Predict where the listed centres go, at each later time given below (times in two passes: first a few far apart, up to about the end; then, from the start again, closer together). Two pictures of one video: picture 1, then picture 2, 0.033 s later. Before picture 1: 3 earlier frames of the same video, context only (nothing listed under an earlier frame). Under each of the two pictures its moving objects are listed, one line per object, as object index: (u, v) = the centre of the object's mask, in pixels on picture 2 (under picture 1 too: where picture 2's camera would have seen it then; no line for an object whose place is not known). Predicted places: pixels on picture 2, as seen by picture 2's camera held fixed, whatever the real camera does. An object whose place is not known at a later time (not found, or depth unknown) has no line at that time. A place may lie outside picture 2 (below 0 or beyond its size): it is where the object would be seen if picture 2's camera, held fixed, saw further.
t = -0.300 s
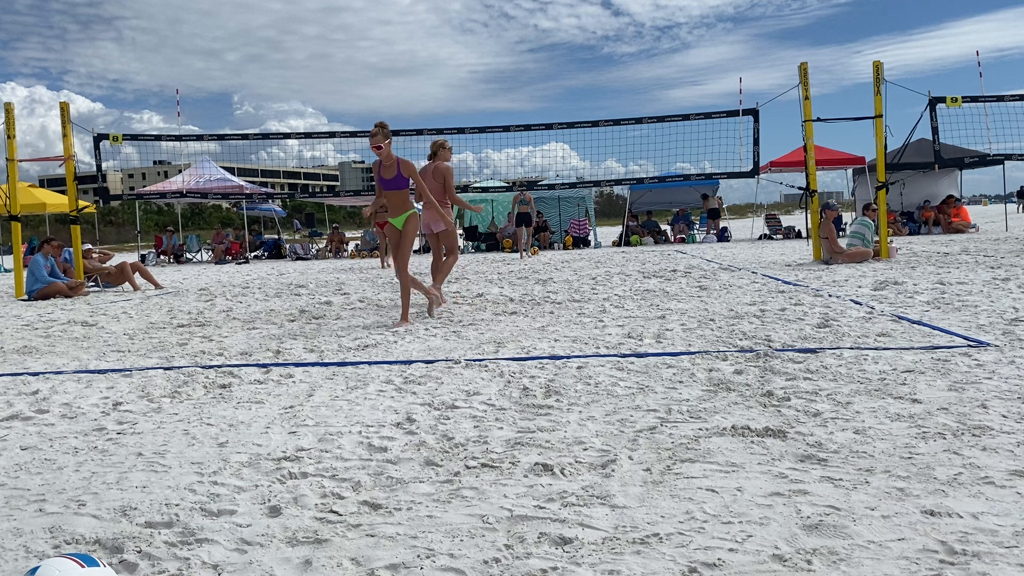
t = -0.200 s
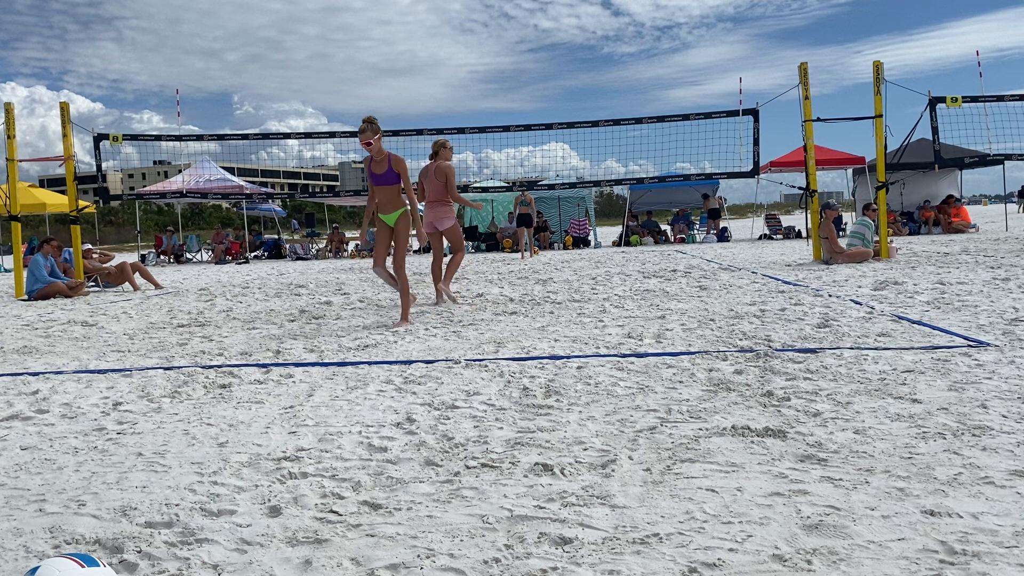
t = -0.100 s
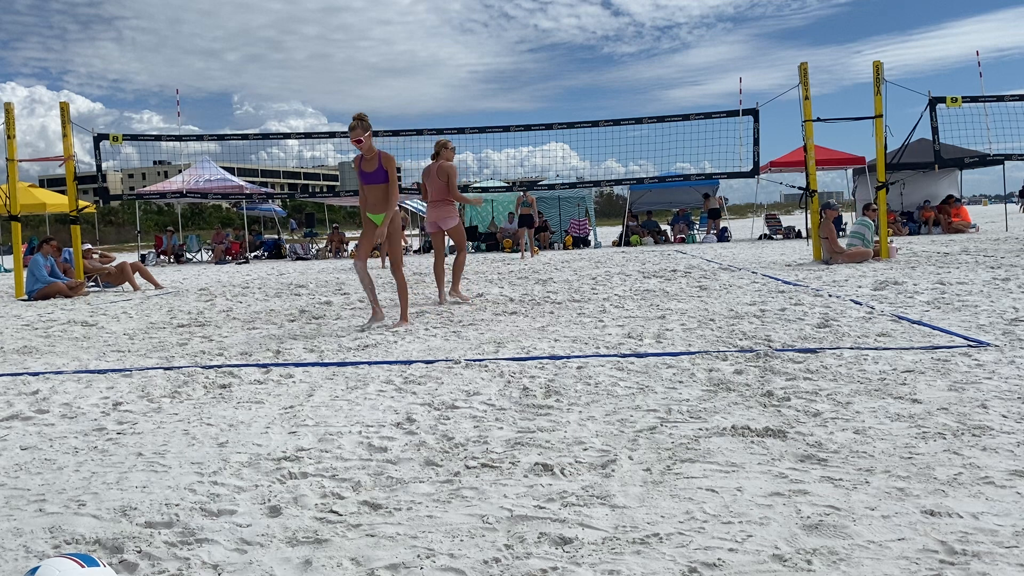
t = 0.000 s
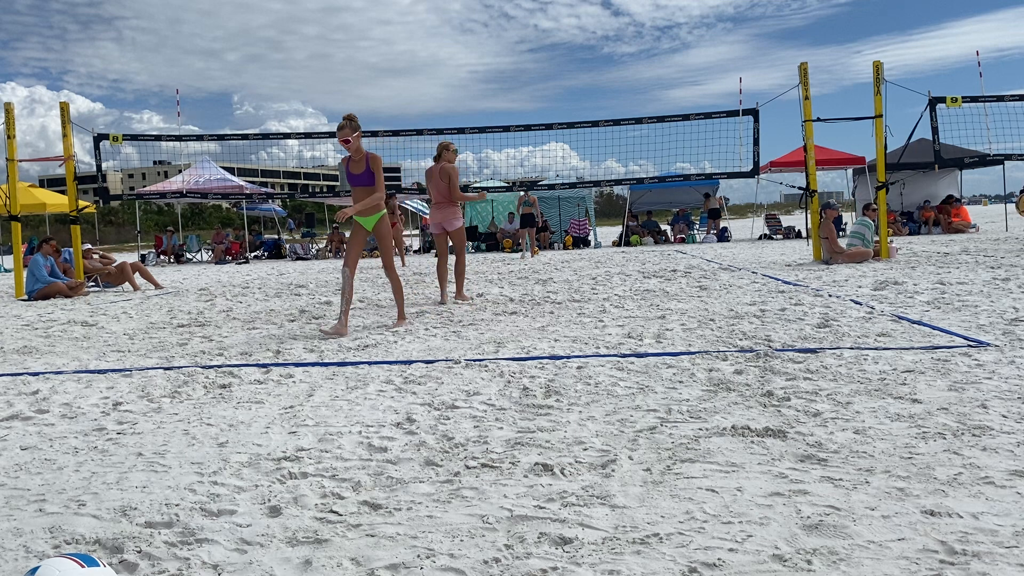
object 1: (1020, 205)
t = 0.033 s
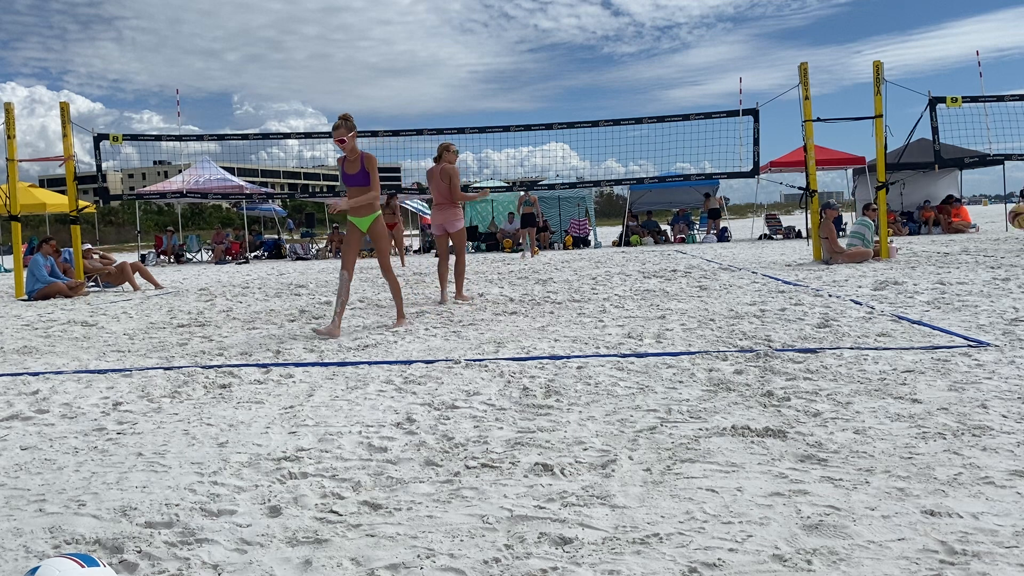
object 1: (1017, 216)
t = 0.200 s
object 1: (986, 280)
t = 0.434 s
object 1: (923, 234)
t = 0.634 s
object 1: (865, 248)
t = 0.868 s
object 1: (792, 300)
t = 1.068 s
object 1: (728, 310)
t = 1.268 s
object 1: (660, 322)
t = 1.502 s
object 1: (592, 300)
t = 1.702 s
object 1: (535, 333)
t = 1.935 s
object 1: (462, 336)
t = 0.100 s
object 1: (1009, 244)
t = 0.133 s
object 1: (1001, 260)
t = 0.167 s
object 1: (994, 278)
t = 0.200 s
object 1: (986, 280)
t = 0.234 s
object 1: (978, 269)
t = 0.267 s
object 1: (969, 260)
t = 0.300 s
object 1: (959, 252)
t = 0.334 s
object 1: (951, 246)
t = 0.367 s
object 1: (941, 241)
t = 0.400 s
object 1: (932, 237)
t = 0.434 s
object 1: (923, 234)
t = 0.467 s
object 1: (913, 233)
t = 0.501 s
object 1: (904, 233)
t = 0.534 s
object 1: (894, 235)
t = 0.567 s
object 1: (885, 238)
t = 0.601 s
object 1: (876, 243)
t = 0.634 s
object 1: (865, 248)
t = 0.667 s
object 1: (855, 256)
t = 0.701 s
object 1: (844, 265)
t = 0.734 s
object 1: (834, 275)
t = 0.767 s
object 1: (823, 288)
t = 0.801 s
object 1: (813, 301)
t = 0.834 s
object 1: (802, 302)
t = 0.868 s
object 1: (792, 300)
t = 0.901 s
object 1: (782, 299)
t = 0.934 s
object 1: (771, 299)
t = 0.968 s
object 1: (760, 302)
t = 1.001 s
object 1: (749, 306)
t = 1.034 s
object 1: (738, 311)
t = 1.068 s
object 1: (728, 310)
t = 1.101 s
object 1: (717, 308)
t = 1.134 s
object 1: (705, 308)
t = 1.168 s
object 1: (694, 309)
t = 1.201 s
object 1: (683, 311)
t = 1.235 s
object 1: (671, 316)
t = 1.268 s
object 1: (660, 322)
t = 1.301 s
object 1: (649, 322)
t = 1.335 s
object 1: (640, 315)
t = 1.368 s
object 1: (630, 308)
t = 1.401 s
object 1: (621, 303)
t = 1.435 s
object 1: (611, 301)
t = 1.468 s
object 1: (602, 299)
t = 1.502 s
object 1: (592, 300)
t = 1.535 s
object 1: (583, 302)
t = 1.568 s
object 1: (573, 306)
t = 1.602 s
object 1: (563, 312)
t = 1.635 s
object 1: (554, 319)
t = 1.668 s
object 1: (545, 328)
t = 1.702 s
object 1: (535, 333)
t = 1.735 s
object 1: (524, 328)
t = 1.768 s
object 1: (514, 325)
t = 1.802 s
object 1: (503, 324)
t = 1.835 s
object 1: (493, 324)
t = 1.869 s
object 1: (482, 326)
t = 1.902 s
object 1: (472, 330)
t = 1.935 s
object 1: (462, 336)
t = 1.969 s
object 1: (451, 342)
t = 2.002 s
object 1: (440, 342)
